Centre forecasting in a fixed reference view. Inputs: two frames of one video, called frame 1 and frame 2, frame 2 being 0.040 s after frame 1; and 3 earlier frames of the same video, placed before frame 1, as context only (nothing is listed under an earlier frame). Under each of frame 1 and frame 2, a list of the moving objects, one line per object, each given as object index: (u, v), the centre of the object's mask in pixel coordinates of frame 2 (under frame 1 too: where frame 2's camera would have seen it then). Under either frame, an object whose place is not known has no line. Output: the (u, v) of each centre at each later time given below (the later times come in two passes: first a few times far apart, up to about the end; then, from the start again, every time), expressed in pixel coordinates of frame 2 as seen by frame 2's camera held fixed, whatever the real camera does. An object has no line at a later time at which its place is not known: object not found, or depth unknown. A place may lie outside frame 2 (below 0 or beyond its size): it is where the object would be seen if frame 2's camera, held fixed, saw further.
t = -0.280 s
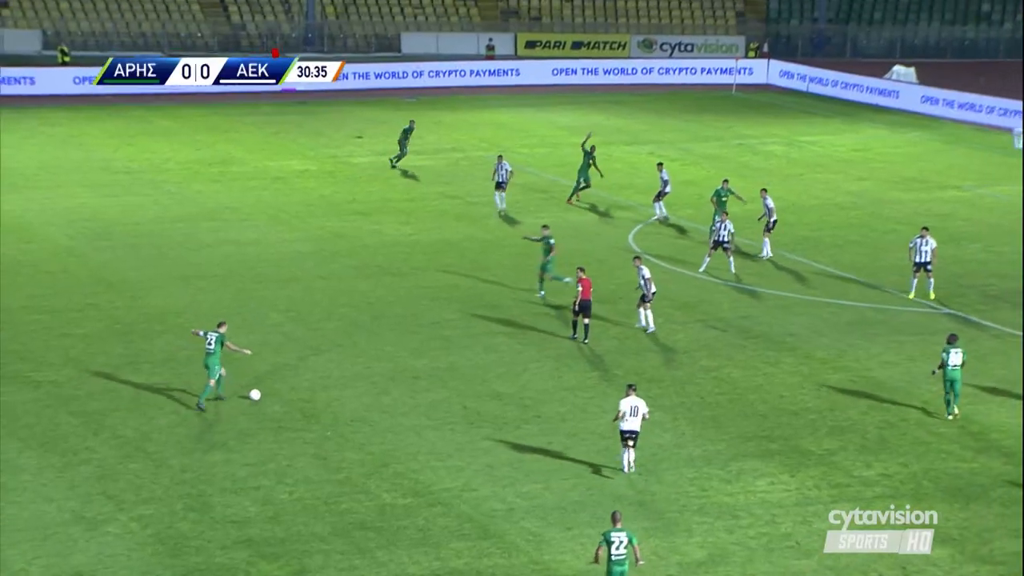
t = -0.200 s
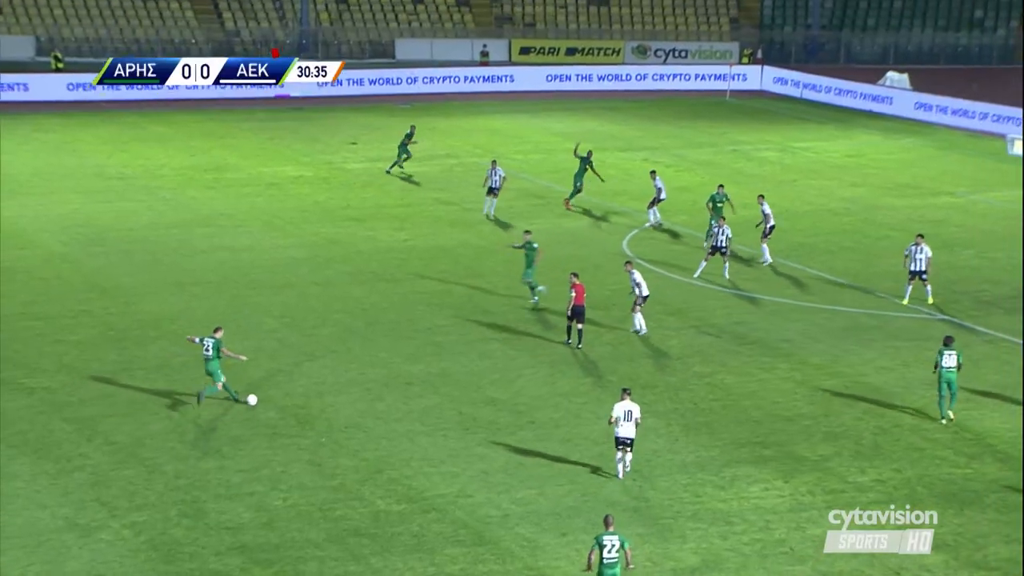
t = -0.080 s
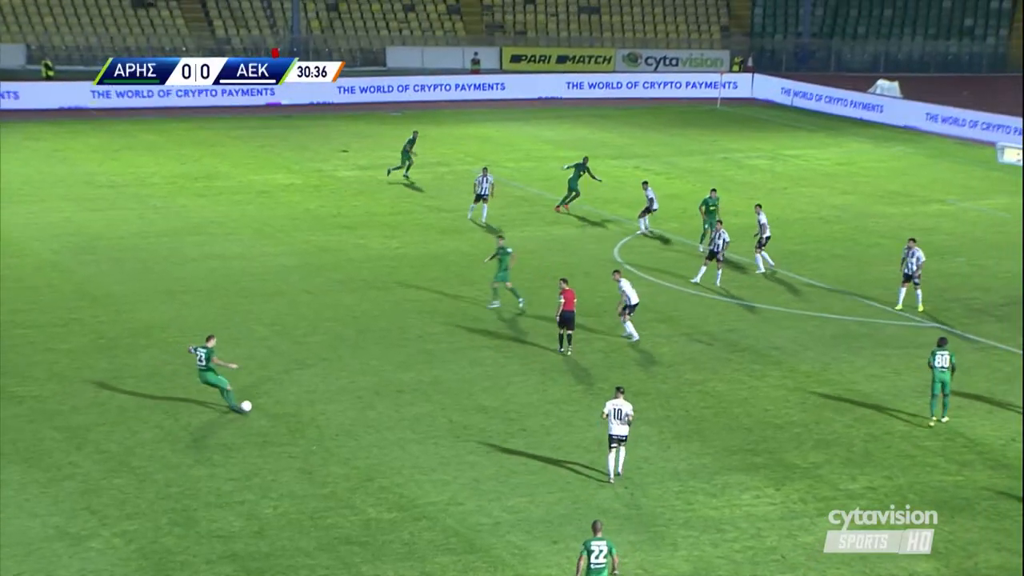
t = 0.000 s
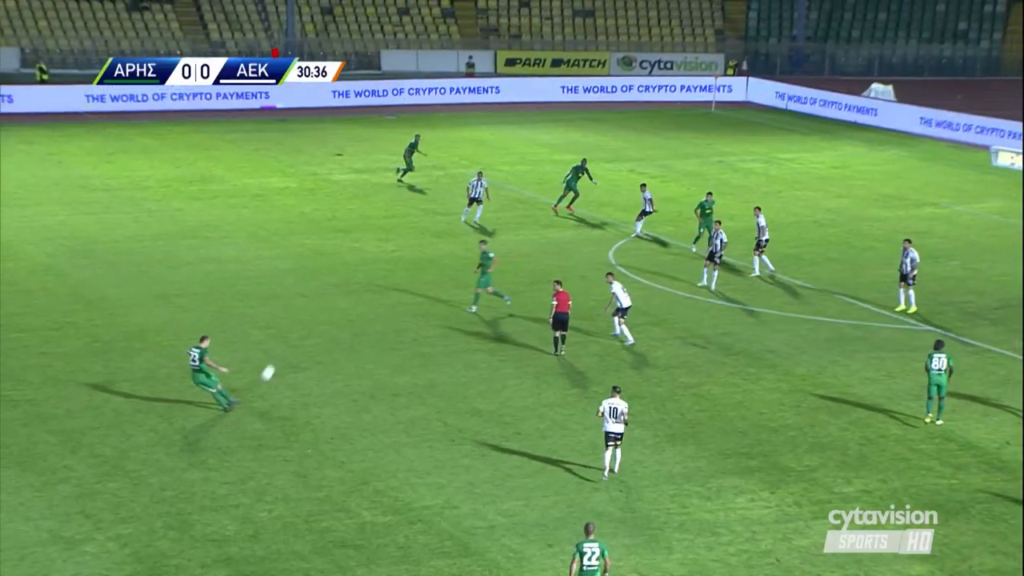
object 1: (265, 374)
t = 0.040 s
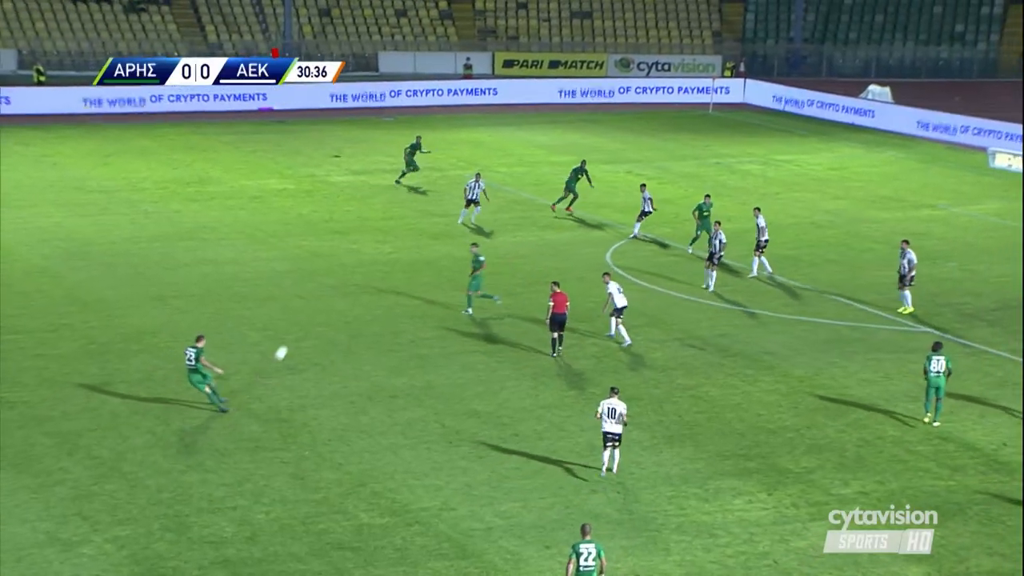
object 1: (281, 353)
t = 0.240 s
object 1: (348, 262)
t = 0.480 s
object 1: (415, 181)
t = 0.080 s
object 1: (295, 332)
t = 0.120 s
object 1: (310, 313)
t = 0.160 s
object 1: (323, 295)
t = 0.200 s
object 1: (336, 277)
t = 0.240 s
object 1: (348, 262)
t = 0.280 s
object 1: (360, 247)
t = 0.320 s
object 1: (372, 232)
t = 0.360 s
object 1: (384, 218)
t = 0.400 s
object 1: (394, 205)
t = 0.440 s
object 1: (405, 193)
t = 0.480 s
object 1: (415, 181)
